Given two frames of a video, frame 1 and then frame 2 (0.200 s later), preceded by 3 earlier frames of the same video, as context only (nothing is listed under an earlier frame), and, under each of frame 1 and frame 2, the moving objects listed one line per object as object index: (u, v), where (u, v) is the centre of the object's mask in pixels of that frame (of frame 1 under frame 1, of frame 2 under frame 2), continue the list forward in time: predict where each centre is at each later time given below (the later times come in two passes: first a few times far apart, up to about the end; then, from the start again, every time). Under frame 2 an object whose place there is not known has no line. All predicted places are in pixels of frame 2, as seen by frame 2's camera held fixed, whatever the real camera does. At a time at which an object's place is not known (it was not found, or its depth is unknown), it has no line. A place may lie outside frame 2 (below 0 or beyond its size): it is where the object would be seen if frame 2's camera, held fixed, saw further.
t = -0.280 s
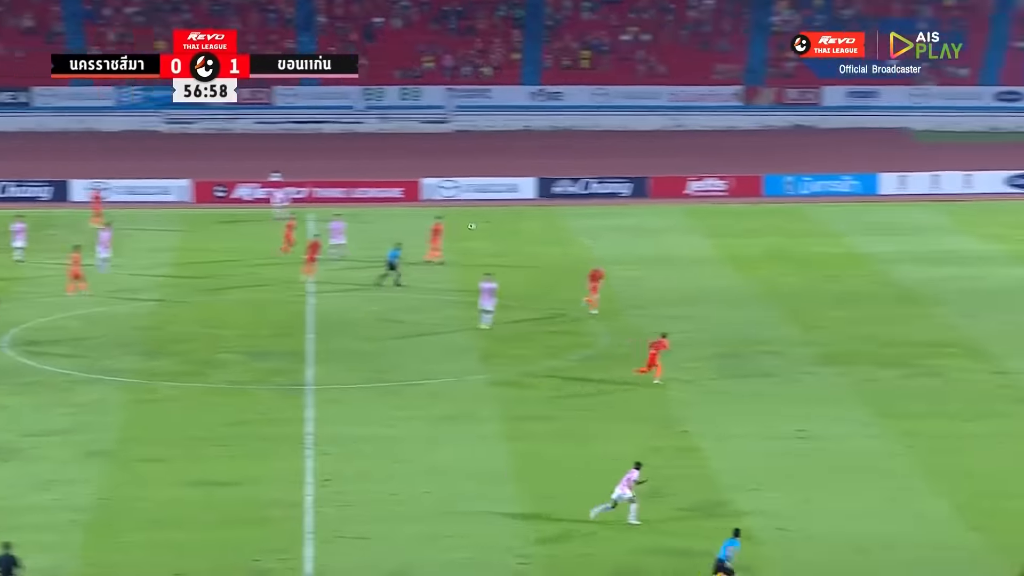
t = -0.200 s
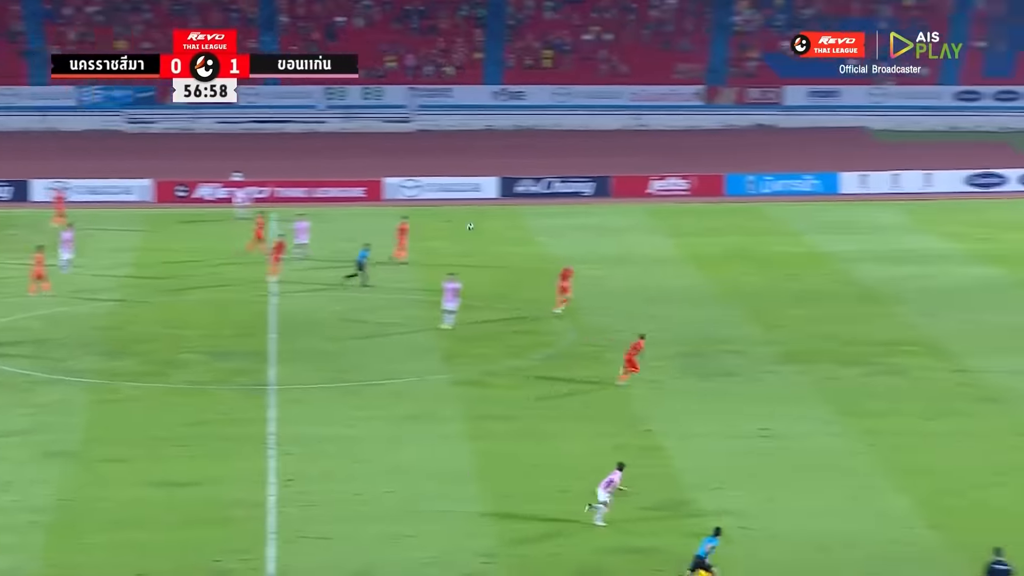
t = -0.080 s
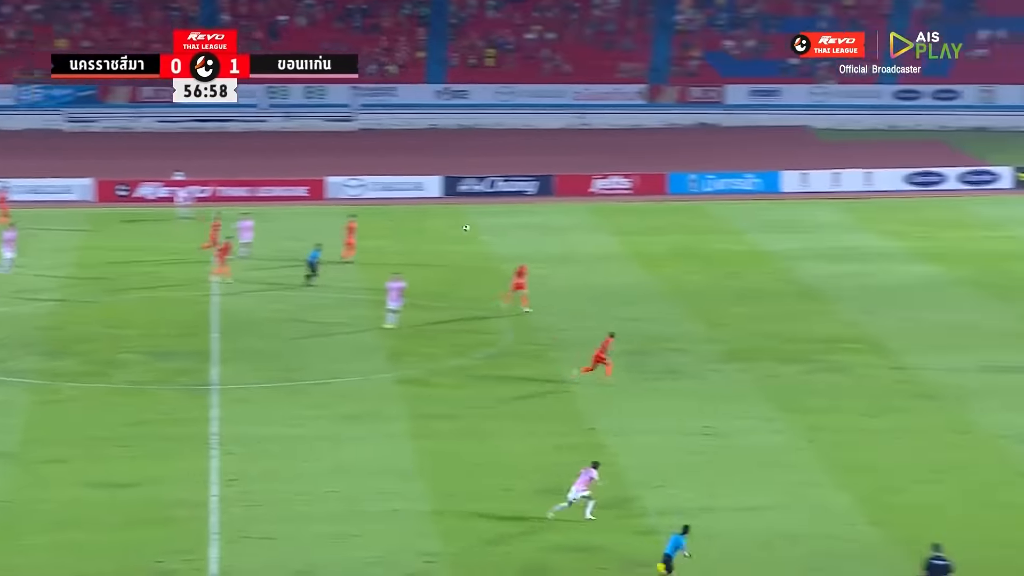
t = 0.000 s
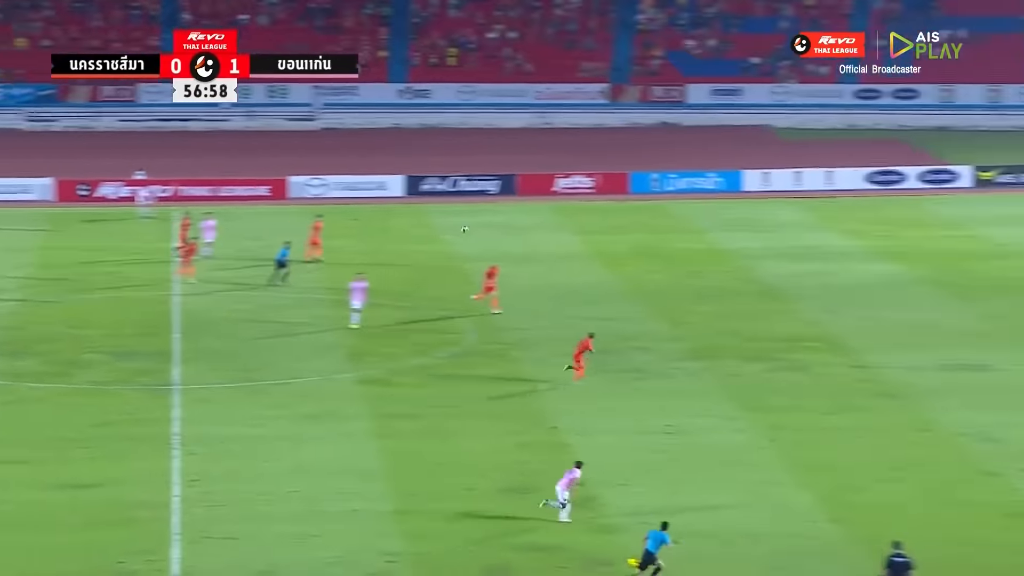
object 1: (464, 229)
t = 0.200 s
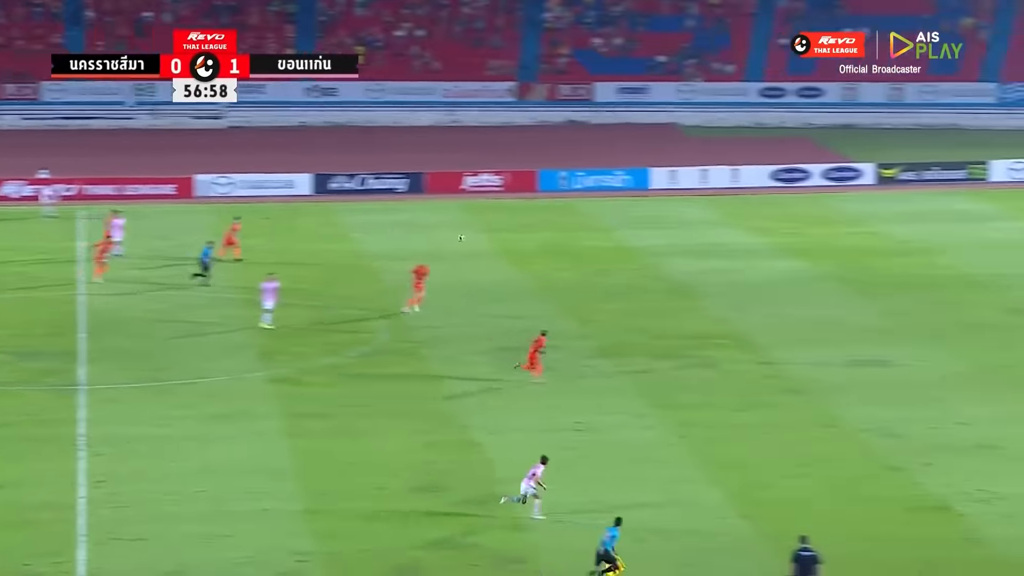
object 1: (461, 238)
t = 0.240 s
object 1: (476, 241)
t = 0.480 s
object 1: (576, 265)
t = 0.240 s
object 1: (476, 241)
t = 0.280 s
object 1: (491, 245)
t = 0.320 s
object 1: (507, 248)
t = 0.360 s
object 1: (523, 252)
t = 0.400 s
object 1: (540, 255)
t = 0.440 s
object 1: (558, 260)
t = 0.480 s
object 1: (576, 265)
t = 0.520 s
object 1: (593, 270)
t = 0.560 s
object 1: (611, 275)
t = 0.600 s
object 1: (629, 281)
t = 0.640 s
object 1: (647, 287)
